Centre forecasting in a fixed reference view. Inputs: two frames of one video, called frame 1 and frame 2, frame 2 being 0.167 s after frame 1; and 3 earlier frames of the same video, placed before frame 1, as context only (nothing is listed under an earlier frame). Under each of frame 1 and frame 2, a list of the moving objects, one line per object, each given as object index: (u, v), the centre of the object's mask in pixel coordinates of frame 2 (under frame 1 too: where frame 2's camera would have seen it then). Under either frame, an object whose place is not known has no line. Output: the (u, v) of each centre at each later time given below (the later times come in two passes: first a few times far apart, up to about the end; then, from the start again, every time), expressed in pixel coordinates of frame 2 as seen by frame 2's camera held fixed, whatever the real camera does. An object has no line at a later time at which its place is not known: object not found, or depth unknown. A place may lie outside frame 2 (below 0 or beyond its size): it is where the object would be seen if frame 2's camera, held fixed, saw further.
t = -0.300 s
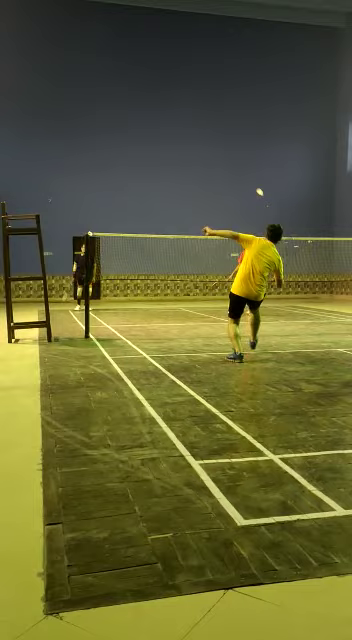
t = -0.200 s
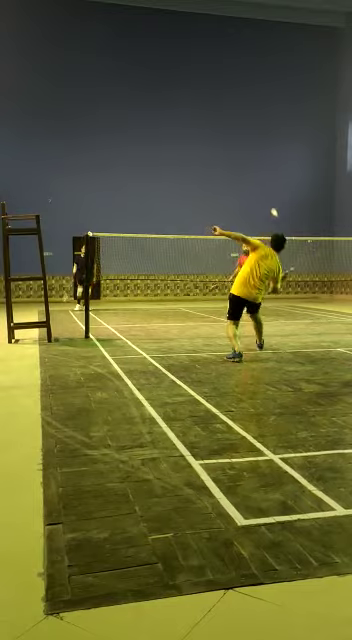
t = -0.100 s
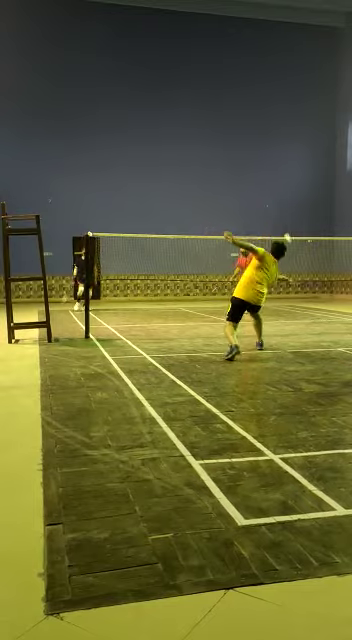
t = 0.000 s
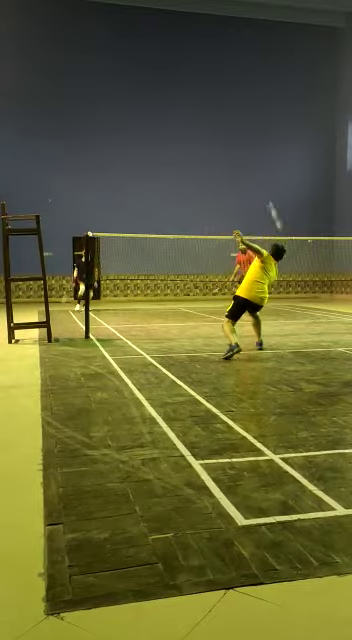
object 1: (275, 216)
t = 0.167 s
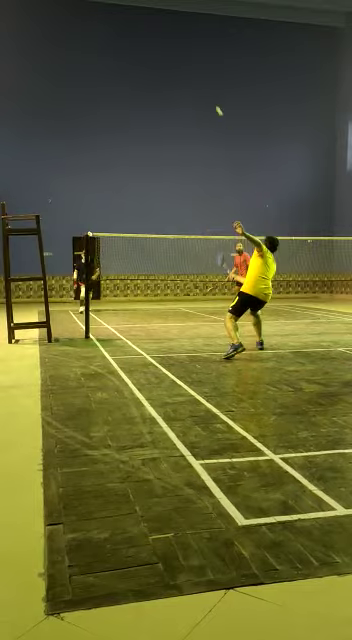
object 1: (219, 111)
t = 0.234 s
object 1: (207, 93)
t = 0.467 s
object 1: (181, 69)
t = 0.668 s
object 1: (166, 74)
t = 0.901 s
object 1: (153, 99)
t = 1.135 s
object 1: (144, 139)
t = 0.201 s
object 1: (213, 102)
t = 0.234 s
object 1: (207, 93)
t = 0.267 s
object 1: (202, 87)
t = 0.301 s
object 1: (198, 82)
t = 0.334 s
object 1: (194, 77)
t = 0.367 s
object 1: (190, 74)
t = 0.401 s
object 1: (187, 72)
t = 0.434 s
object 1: (184, 70)
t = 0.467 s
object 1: (181, 69)
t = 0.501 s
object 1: (178, 69)
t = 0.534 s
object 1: (175, 69)
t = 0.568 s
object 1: (173, 70)
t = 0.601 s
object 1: (171, 71)
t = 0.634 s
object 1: (168, 72)
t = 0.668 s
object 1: (166, 74)
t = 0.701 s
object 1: (164, 77)
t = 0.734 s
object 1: (162, 80)
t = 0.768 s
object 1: (160, 83)
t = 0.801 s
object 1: (158, 87)
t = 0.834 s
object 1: (157, 91)
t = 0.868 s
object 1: (155, 95)
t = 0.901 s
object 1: (153, 99)
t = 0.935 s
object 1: (152, 104)
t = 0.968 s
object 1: (150, 111)
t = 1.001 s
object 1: (149, 116)
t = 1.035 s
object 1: (148, 121)
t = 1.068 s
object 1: (146, 127)
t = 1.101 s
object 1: (145, 133)
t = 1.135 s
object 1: (144, 139)
